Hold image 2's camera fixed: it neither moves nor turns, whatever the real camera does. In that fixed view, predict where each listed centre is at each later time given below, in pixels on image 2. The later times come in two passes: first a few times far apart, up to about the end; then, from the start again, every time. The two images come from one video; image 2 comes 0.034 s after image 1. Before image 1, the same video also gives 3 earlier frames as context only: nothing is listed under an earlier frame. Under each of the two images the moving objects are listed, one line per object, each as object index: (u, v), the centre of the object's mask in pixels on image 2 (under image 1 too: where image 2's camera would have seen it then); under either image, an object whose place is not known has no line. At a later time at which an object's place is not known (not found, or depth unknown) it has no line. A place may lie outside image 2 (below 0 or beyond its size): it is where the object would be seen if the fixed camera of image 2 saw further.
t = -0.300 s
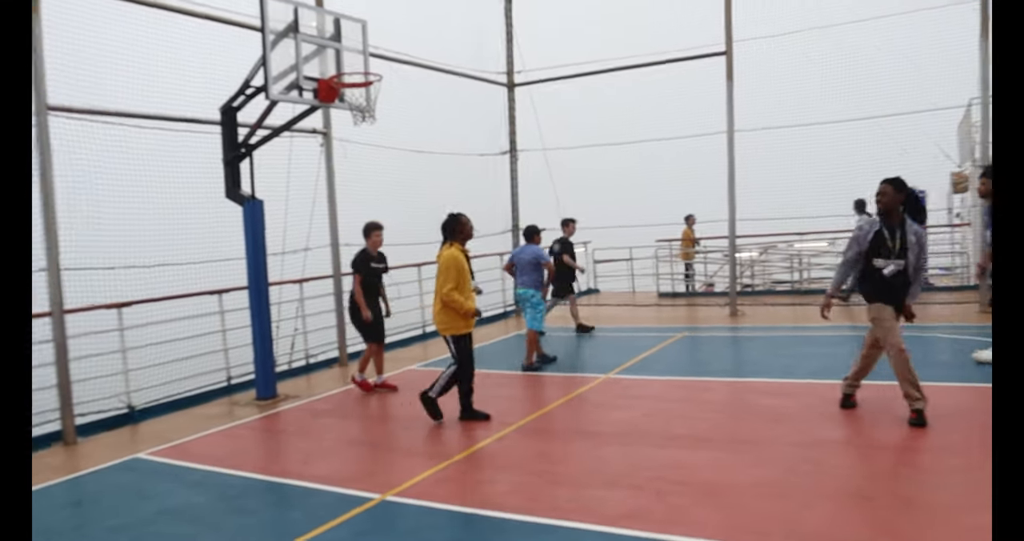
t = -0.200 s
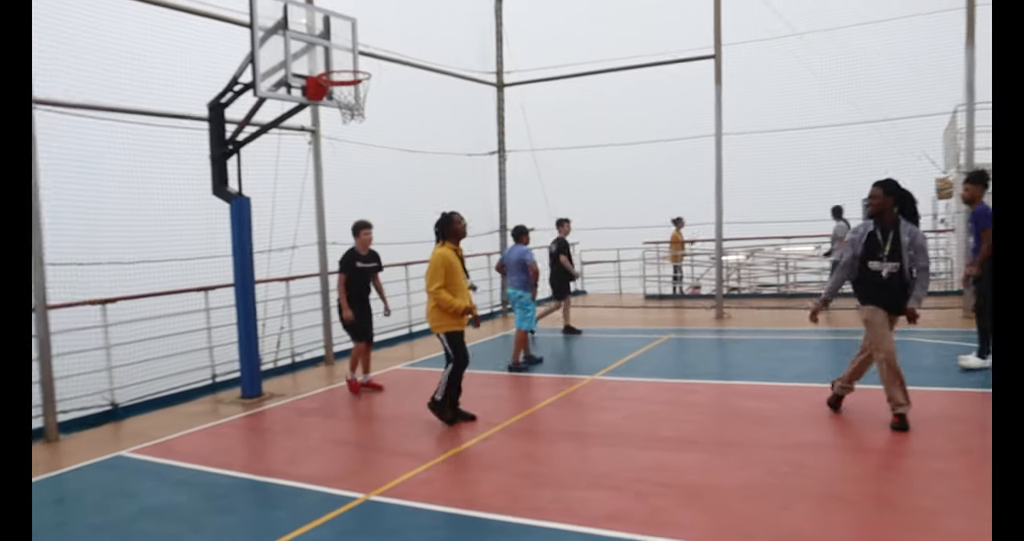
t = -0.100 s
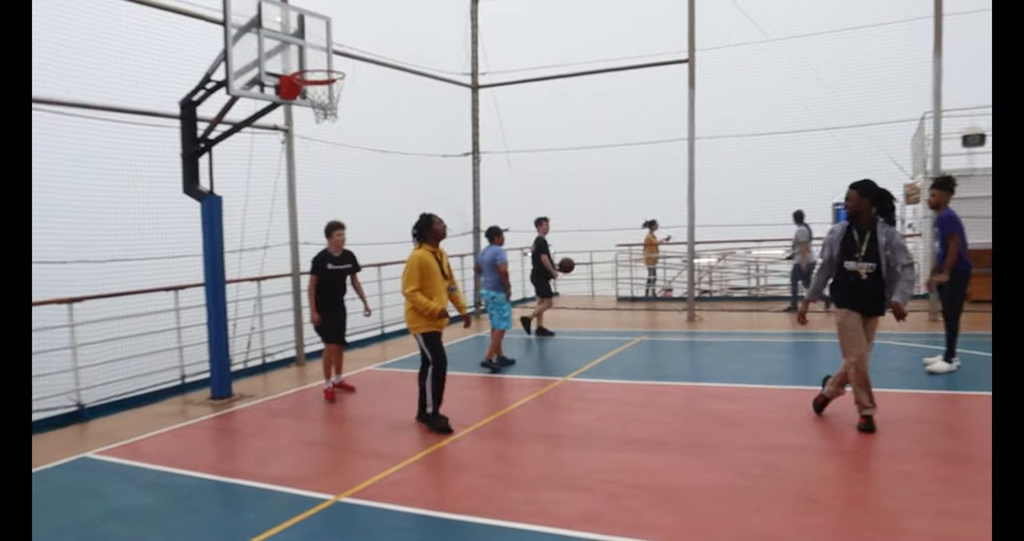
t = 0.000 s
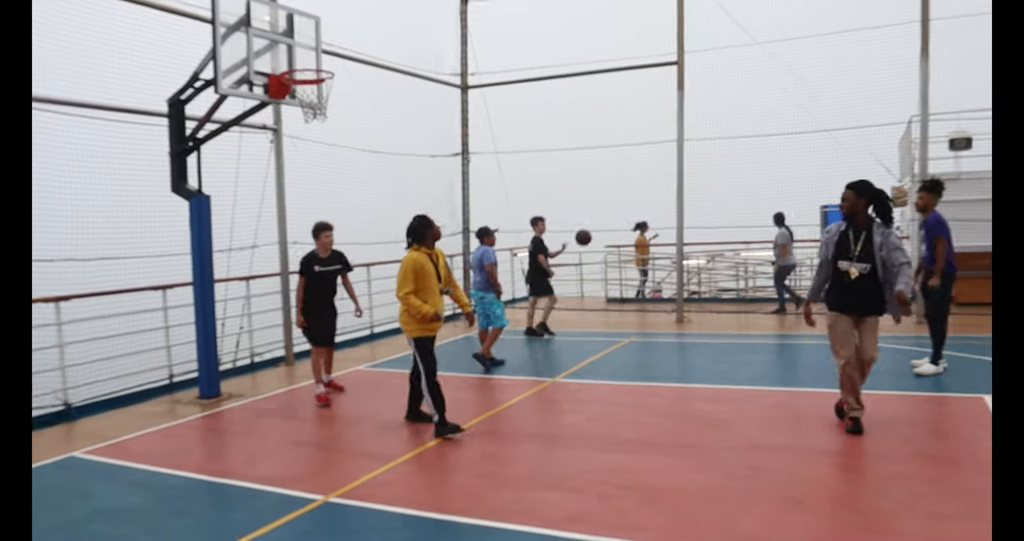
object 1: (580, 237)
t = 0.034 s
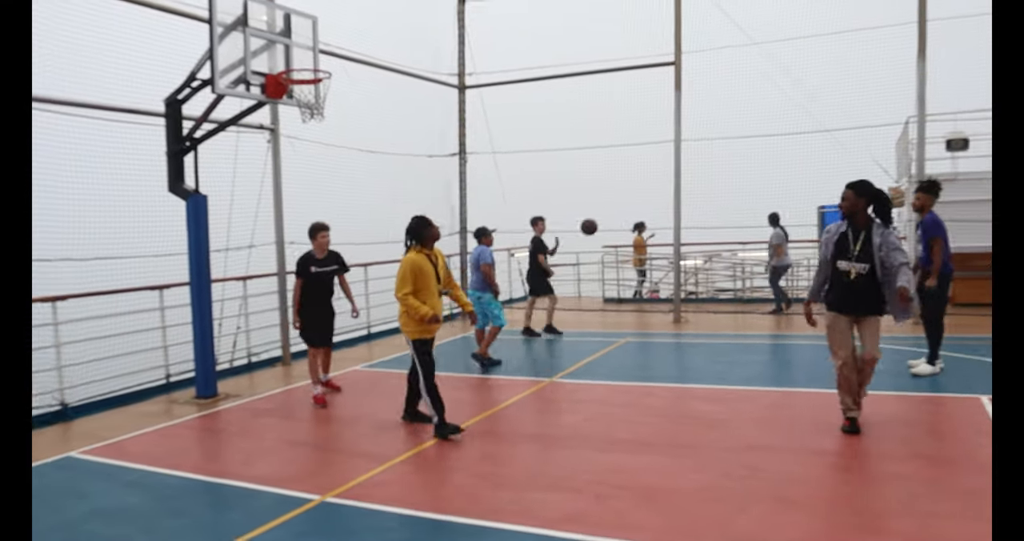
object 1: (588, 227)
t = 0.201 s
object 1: (635, 180)
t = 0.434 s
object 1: (719, 141)
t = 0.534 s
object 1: (760, 137)
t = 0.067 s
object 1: (597, 216)
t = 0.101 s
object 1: (605, 207)
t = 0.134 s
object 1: (615, 197)
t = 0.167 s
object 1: (624, 188)
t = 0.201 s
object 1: (635, 180)
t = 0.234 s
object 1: (645, 172)
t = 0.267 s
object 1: (656, 165)
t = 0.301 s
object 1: (668, 159)
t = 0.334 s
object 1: (680, 153)
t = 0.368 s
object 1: (692, 148)
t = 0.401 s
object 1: (706, 144)
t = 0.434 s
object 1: (719, 141)
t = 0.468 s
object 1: (732, 139)
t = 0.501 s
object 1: (746, 138)
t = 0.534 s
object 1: (760, 137)
